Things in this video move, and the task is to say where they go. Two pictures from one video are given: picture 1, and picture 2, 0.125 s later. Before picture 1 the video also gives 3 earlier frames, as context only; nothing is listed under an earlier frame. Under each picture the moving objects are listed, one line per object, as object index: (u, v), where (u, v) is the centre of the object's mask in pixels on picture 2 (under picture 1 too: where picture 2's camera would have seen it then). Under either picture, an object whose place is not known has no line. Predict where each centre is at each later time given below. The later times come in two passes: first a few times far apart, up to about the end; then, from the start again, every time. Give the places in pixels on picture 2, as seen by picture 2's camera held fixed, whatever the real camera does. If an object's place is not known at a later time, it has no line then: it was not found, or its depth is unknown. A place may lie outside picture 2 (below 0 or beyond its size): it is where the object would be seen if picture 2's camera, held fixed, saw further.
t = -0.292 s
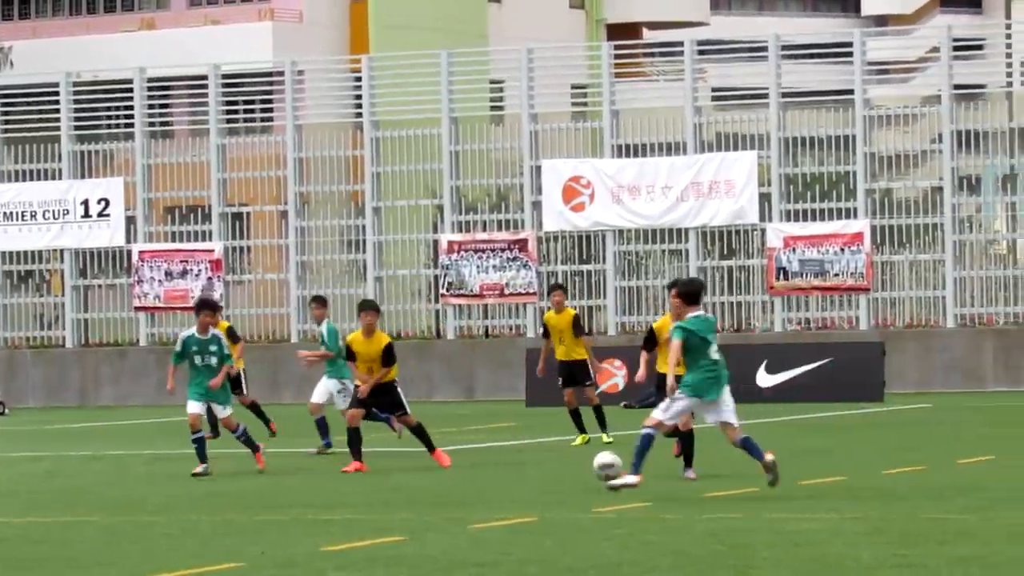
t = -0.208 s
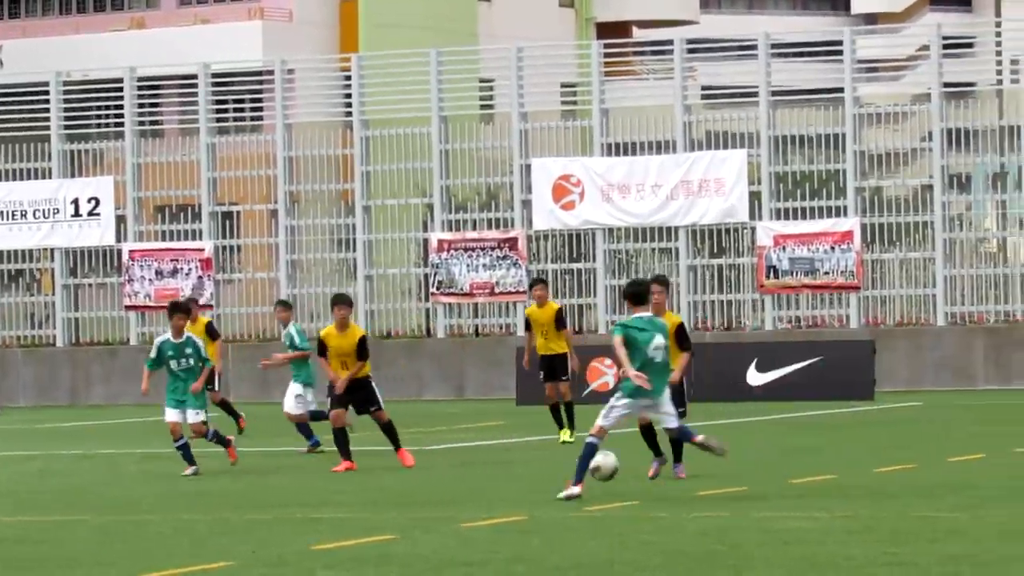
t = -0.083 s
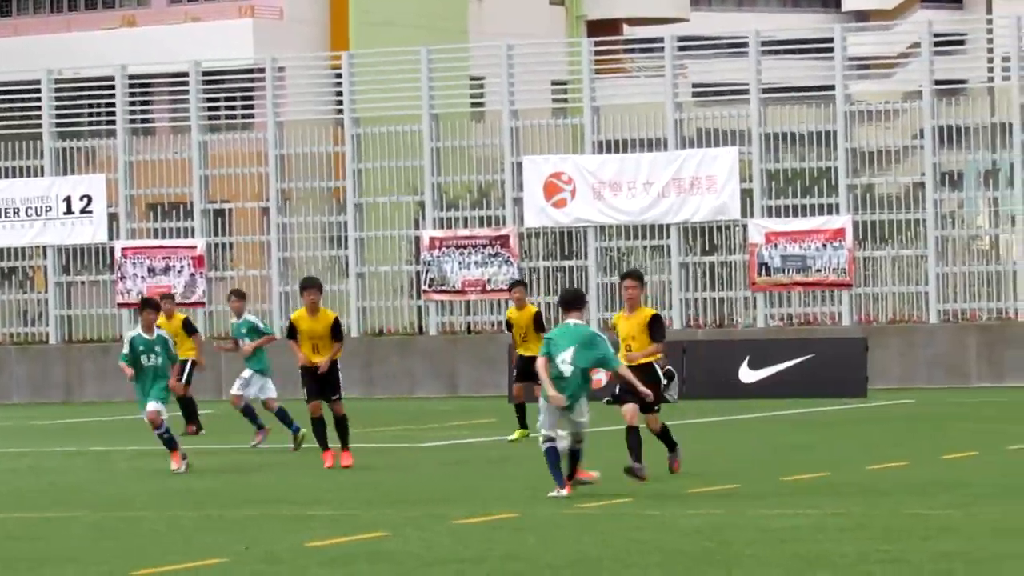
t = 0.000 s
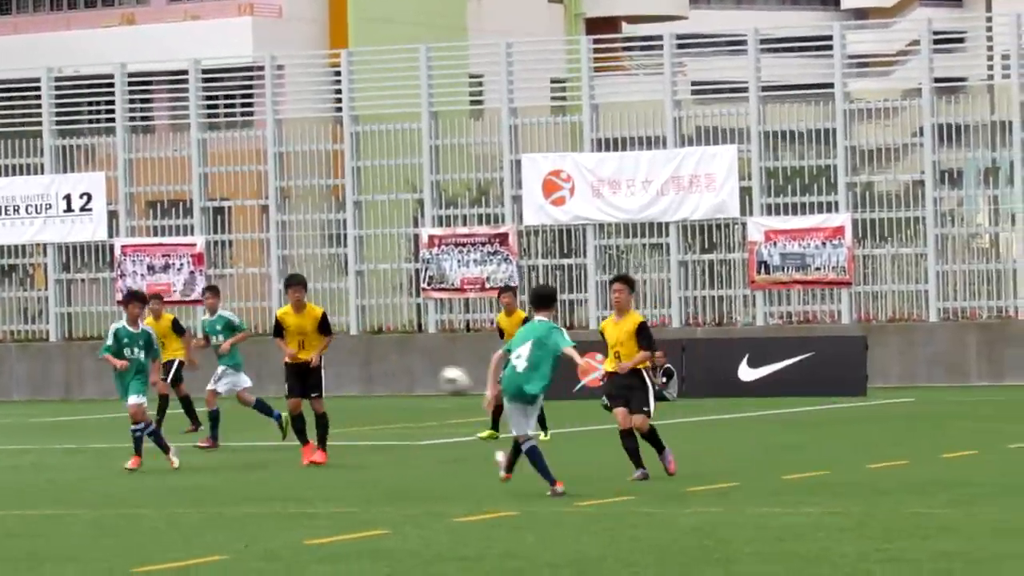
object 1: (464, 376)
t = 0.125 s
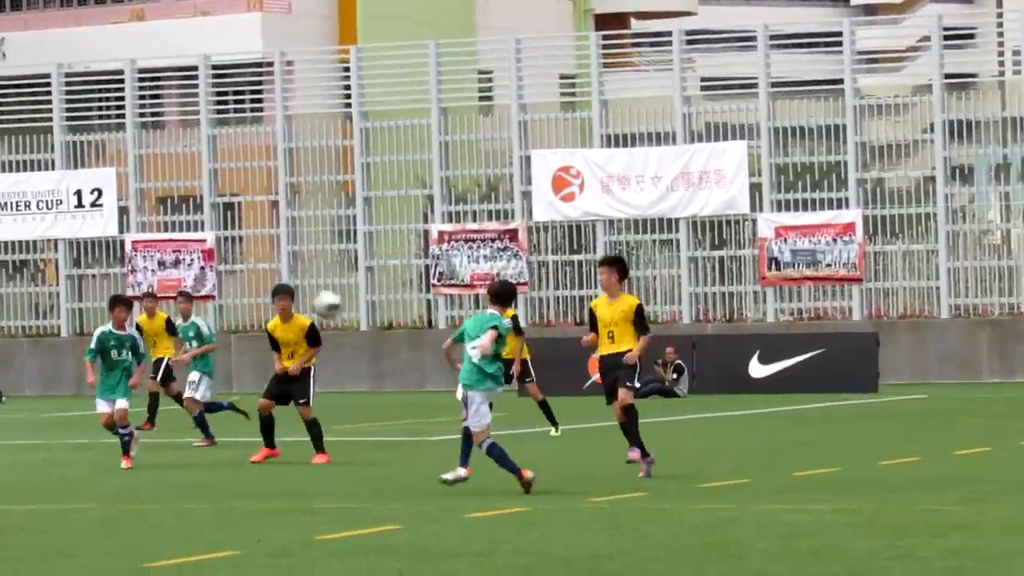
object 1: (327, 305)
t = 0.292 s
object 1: (164, 239)
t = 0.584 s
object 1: (-73, 203)
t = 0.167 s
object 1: (285, 284)
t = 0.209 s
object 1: (243, 268)
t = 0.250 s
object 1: (203, 252)
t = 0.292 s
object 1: (164, 239)
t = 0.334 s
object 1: (130, 229)
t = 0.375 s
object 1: (96, 223)
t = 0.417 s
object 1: (64, 213)
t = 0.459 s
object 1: (27, 209)
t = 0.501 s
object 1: (-8, 205)
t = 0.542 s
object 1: (-38, 205)
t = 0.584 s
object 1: (-73, 203)
